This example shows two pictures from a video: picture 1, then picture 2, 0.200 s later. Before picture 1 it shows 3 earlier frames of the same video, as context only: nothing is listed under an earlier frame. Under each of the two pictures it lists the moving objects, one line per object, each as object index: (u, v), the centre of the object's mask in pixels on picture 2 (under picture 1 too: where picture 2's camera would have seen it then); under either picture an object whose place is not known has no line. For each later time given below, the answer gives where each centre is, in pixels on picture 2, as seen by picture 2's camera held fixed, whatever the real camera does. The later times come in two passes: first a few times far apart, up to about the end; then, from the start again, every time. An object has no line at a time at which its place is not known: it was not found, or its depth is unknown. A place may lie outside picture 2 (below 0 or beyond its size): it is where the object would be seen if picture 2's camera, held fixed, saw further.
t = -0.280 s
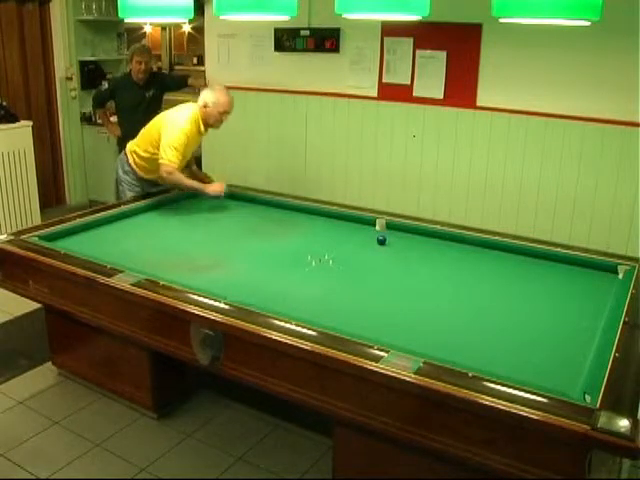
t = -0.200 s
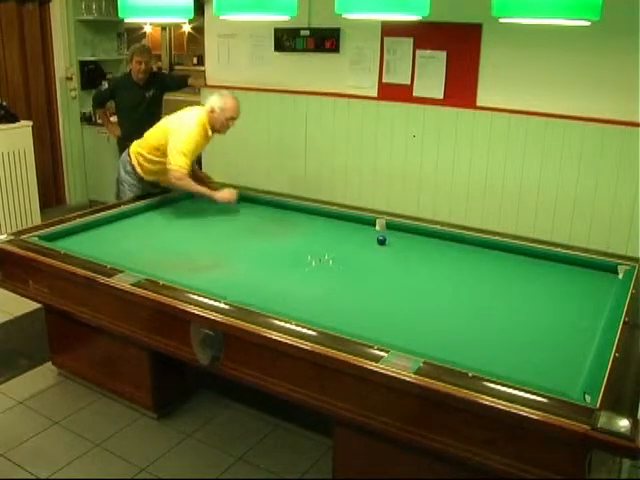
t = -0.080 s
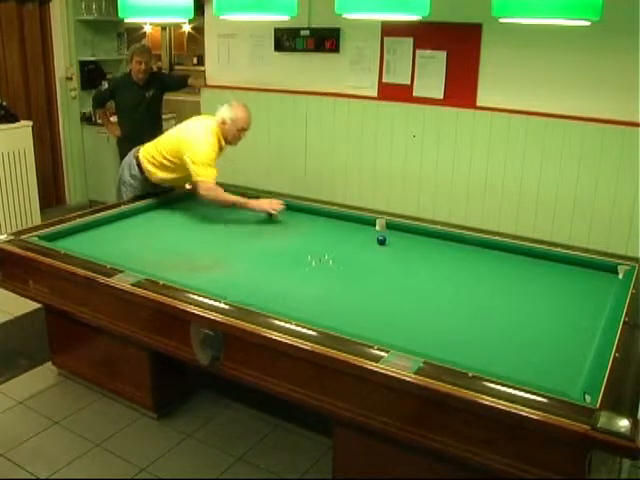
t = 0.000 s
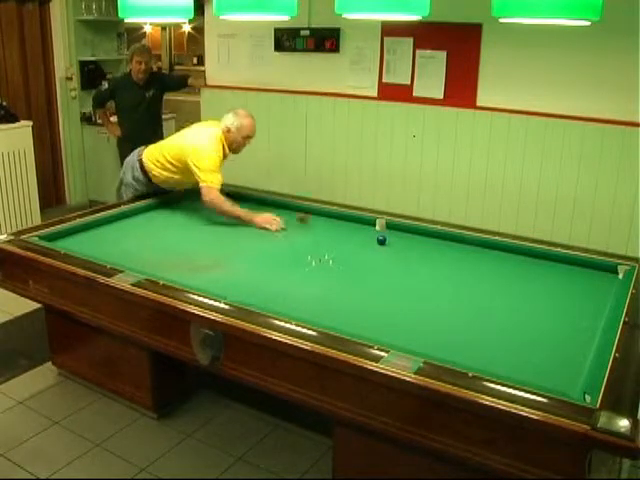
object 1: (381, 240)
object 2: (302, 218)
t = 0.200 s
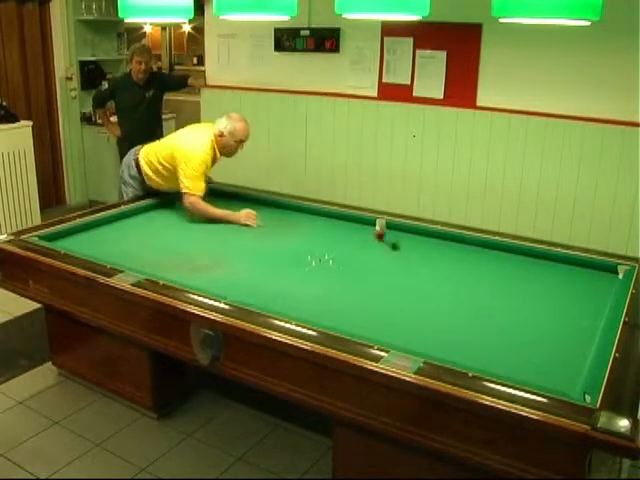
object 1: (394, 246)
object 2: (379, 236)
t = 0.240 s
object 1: (408, 250)
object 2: (387, 236)
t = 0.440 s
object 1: (489, 280)
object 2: (420, 238)
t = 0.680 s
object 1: (591, 317)
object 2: (449, 242)
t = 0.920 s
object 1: (527, 311)
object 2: (471, 249)
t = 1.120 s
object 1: (468, 304)
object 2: (490, 255)
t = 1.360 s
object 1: (399, 297)
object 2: (513, 264)
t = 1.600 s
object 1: (334, 289)
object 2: (538, 272)
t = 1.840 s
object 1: (272, 281)
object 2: (563, 281)
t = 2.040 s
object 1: (224, 275)
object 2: (585, 288)
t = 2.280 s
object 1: (170, 267)
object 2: (608, 296)
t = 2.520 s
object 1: (121, 260)
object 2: (588, 296)
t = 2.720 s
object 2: (573, 296)
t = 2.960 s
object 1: (69, 244)
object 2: (556, 295)
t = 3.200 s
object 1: (60, 240)
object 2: (539, 295)
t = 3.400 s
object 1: (79, 242)
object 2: (525, 295)
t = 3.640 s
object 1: (102, 244)
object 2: (509, 295)
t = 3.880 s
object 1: (125, 246)
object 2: (494, 294)
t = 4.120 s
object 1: (147, 247)
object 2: (479, 294)
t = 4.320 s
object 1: (166, 249)
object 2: (467, 294)
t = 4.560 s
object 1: (188, 250)
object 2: (453, 294)
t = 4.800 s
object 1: (211, 252)
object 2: (440, 293)
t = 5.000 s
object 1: (229, 254)
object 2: (429, 293)
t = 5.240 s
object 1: (251, 255)
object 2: (417, 293)
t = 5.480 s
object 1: (272, 257)
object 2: (406, 292)
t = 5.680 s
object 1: (289, 260)
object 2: (397, 292)
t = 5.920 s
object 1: (310, 260)
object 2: (386, 292)
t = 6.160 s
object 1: (330, 262)
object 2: (375, 291)
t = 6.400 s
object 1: (350, 263)
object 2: (366, 290)
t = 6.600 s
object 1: (366, 264)
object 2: (359, 291)
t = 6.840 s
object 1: (384, 266)
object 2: (350, 290)
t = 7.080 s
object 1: (402, 267)
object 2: (343, 290)
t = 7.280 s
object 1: (417, 269)
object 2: (337, 289)
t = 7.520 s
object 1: (434, 270)
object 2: (331, 290)
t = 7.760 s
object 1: (451, 271)
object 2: (325, 289)
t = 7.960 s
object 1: (464, 272)
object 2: (320, 289)
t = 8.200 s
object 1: (480, 273)
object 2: (316, 289)
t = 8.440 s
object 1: (494, 275)
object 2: (312, 288)
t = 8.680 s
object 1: (509, 276)
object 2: (309, 288)
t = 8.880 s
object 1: (520, 277)
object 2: (306, 288)
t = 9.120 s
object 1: (534, 278)
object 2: (304, 288)
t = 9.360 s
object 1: (546, 279)
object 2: (302, 288)
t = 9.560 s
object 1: (557, 280)
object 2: (301, 288)
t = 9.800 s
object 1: (569, 281)
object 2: (300, 288)
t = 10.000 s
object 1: (577, 282)
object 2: (301, 288)
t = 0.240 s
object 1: (408, 250)
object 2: (387, 236)
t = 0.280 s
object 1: (424, 256)
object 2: (393, 237)
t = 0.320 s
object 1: (441, 262)
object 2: (399, 237)
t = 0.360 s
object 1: (457, 268)
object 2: (406, 237)
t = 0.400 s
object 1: (472, 274)
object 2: (412, 237)
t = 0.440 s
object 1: (489, 280)
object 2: (420, 238)
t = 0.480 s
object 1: (505, 286)
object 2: (426, 238)
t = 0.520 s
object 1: (522, 293)
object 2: (432, 238)
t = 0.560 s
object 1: (539, 299)
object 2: (438, 238)
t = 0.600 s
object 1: (556, 305)
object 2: (443, 239)
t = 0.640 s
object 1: (574, 312)
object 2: (445, 241)
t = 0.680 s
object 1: (591, 317)
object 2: (449, 242)
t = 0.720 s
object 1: (598, 322)
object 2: (453, 243)
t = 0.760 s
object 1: (582, 319)
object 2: (456, 244)
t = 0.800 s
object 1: (567, 317)
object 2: (460, 245)
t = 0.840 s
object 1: (552, 314)
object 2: (464, 246)
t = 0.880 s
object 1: (539, 312)
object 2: (467, 248)
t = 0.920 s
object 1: (527, 311)
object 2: (471, 249)
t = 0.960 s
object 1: (515, 311)
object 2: (475, 250)
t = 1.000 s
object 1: (504, 309)
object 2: (478, 251)
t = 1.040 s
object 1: (491, 307)
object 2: (482, 253)
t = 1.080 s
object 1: (480, 306)
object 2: (485, 254)
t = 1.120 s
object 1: (468, 304)
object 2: (490, 255)
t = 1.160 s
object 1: (456, 303)
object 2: (494, 257)
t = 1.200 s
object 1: (445, 302)
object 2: (498, 260)
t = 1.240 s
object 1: (433, 301)
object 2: (502, 260)
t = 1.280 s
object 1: (422, 300)
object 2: (505, 262)
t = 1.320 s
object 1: (411, 298)
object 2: (509, 262)
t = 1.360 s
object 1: (399, 297)
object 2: (513, 264)
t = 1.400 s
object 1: (388, 295)
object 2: (518, 265)
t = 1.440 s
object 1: (377, 295)
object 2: (521, 266)
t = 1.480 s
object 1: (366, 294)
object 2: (525, 267)
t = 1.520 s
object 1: (355, 292)
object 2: (529, 269)
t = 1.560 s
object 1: (344, 290)
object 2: (534, 271)
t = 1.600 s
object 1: (334, 289)
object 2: (538, 272)
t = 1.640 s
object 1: (324, 288)
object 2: (542, 273)
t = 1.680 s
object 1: (313, 287)
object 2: (546, 275)
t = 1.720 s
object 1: (303, 285)
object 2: (550, 277)
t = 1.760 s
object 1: (293, 284)
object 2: (554, 278)
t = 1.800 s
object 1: (282, 282)
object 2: (559, 280)
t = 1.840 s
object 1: (272, 281)
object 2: (563, 281)
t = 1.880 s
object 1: (262, 280)
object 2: (568, 282)
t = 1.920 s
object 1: (253, 279)
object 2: (571, 284)
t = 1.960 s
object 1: (243, 278)
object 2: (576, 285)
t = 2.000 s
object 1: (233, 276)
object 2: (581, 287)
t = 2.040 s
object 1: (224, 275)
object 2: (585, 288)
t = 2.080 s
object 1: (215, 274)
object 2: (589, 290)
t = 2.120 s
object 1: (206, 272)
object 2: (594, 293)
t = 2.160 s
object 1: (197, 271)
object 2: (599, 294)
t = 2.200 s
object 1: (188, 270)
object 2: (603, 295)
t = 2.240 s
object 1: (179, 269)
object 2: (608, 296)
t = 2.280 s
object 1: (170, 267)
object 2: (608, 296)
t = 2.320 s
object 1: (162, 266)
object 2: (603, 297)
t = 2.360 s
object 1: (153, 266)
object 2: (600, 297)
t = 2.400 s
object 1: (145, 264)
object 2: (597, 296)
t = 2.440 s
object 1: (137, 263)
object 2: (595, 296)
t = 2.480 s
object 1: (129, 262)
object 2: (591, 296)
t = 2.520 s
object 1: (121, 260)
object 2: (588, 296)
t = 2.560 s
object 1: (113, 259)
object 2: (585, 296)
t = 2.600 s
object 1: (105, 256)
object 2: (582, 296)
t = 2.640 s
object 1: (98, 255)
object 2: (579, 296)
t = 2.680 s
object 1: (91, 253)
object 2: (576, 296)
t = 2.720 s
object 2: (573, 296)
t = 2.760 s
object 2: (570, 296)
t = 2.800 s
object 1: (72, 248)
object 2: (567, 296)
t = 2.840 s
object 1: (73, 247)
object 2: (564, 295)
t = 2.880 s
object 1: (69, 245)
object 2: (561, 296)
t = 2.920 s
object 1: (69, 245)
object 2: (559, 296)
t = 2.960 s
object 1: (69, 244)
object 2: (556, 295)
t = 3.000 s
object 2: (553, 296)
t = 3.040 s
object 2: (550, 295)
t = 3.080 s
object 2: (547, 296)
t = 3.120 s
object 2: (544, 296)
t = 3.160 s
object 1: (56, 238)
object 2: (542, 295)
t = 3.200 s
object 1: (60, 240)
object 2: (539, 295)
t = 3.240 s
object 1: (64, 241)
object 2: (536, 296)
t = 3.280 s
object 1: (68, 242)
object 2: (533, 295)
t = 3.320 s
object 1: (71, 241)
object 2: (531, 295)
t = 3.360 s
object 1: (75, 242)
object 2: (528, 295)
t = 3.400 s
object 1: (79, 242)
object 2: (525, 295)
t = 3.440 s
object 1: (83, 243)
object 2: (522, 295)
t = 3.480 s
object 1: (87, 243)
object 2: (520, 295)
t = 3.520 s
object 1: (90, 243)
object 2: (517, 295)
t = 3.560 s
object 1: (94, 244)
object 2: (515, 295)
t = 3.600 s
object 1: (98, 244)
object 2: (512, 295)
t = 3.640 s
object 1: (102, 244)
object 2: (509, 295)
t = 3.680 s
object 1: (105, 245)
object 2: (506, 294)
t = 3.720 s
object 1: (109, 245)
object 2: (504, 295)
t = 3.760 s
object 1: (113, 245)
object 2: (501, 294)
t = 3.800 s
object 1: (117, 245)
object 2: (499, 295)
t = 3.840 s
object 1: (120, 246)
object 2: (496, 294)
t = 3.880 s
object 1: (125, 246)
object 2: (494, 294)
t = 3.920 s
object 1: (128, 246)
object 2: (491, 294)
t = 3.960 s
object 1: (132, 246)
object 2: (489, 294)
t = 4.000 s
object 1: (136, 246)
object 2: (486, 294)
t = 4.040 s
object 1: (140, 247)
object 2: (484, 294)
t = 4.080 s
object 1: (143, 247)
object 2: (481, 294)
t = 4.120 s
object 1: (147, 247)
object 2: (479, 294)
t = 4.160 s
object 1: (151, 248)
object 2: (476, 294)
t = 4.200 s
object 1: (154, 248)
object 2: (474, 294)
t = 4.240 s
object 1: (158, 248)
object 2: (472, 294)
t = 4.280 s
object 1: (163, 248)
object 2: (469, 294)
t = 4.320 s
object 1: (166, 249)
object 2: (467, 294)
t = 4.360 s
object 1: (170, 249)
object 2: (465, 294)
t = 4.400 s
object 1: (174, 249)
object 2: (462, 294)
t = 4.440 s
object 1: (177, 249)
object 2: (460, 294)
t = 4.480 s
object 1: (181, 250)
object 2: (457, 294)
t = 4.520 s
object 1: (185, 250)
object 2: (455, 294)
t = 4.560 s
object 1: (188, 250)
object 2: (453, 294)
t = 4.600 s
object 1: (192, 251)
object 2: (451, 294)
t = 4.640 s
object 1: (196, 251)
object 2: (448, 294)
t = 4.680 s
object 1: (200, 251)
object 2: (446, 294)
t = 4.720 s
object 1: (203, 252)
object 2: (444, 294)
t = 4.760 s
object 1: (207, 252)
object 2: (442, 294)
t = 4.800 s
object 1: (211, 252)
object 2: (440, 293)
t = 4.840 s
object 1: (214, 253)
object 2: (438, 293)
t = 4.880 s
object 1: (218, 253)
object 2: (436, 293)
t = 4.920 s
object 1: (222, 253)
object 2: (433, 293)
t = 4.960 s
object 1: (225, 253)
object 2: (431, 293)
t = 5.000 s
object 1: (229, 254)
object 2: (429, 293)
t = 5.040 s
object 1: (233, 254)
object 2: (427, 293)
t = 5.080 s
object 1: (236, 254)
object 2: (425, 293)
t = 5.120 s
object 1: (240, 255)
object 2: (423, 293)
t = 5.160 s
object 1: (243, 255)
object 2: (421, 293)
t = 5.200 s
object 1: (247, 255)
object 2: (419, 293)
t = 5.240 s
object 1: (251, 255)
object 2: (417, 293)
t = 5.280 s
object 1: (254, 256)
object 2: (415, 293)
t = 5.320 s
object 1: (257, 256)
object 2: (413, 293)
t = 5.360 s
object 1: (261, 256)
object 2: (411, 293)
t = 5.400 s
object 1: (265, 257)
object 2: (409, 293)
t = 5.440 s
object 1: (268, 257)
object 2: (408, 292)
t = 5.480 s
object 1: (272, 257)
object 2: (406, 292)
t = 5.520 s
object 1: (275, 257)
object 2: (404, 292)
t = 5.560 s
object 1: (279, 257)
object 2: (402, 292)
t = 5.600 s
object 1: (282, 258)
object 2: (400, 292)
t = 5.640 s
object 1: (286, 260)
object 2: (398, 292)
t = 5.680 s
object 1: (289, 260)
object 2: (397, 292)
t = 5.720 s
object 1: (292, 260)
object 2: (395, 292)
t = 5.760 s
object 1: (296, 260)
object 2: (393, 292)
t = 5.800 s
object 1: (299, 260)
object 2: (391, 292)
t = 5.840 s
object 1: (303, 260)
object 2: (389, 292)
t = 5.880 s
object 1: (307, 260)
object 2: (387, 292)
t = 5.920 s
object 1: (310, 260)
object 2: (386, 292)
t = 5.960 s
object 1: (313, 260)
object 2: (384, 291)
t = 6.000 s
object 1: (317, 261)
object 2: (382, 291)
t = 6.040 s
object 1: (320, 261)
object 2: (380, 291)
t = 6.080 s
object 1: (323, 261)
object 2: (379, 291)
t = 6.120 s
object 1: (326, 261)
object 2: (377, 291)
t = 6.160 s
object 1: (330, 262)
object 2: (375, 291)
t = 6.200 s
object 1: (334, 261)
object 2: (374, 291)
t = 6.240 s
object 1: (337, 262)
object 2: (372, 291)
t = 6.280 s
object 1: (340, 262)
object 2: (371, 291)
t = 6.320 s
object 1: (343, 263)
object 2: (369, 291)
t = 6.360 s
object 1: (347, 263)
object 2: (367, 291)
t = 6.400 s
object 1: (350, 263)
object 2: (366, 290)
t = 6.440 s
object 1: (353, 263)
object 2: (365, 291)
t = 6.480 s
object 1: (356, 264)
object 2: (363, 291)
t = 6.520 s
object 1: (359, 264)
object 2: (362, 291)
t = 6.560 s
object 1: (362, 264)
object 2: (360, 291)
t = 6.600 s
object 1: (366, 264)
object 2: (359, 291)
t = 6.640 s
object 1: (369, 264)
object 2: (357, 290)
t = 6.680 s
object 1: (372, 265)
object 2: (356, 290)
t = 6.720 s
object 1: (375, 265)
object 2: (354, 290)
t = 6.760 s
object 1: (378, 265)
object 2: (353, 290)
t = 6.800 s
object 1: (381, 266)
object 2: (352, 290)
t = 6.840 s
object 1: (384, 266)
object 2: (350, 290)
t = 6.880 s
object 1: (387, 266)
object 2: (349, 290)
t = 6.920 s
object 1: (390, 266)
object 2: (348, 290)
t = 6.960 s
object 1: (393, 267)
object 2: (346, 290)
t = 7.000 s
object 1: (396, 267)
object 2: (345, 290)
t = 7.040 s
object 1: (400, 267)
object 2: (344, 290)
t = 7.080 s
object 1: (402, 267)
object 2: (343, 290)
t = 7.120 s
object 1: (405, 267)
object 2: (341, 290)
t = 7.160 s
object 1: (408, 268)
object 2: (340, 290)
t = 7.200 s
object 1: (411, 268)
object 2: (339, 290)
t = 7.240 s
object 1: (414, 268)
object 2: (338, 290)
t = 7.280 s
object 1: (417, 269)
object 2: (337, 289)
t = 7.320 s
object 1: (420, 269)
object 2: (336, 289)
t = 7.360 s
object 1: (423, 269)
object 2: (335, 289)
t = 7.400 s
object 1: (426, 269)
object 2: (334, 289)
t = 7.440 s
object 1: (429, 269)
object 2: (333, 289)
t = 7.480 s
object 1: (432, 270)
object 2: (332, 289)
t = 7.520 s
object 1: (434, 270)
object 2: (331, 290)
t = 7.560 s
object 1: (437, 270)
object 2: (329, 289)
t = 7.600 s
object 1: (439, 270)
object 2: (329, 289)
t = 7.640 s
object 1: (442, 270)
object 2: (327, 289)
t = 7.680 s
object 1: (446, 271)
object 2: (327, 289)
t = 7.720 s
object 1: (448, 271)
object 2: (326, 289)
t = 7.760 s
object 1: (451, 271)
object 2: (325, 289)
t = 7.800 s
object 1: (453, 271)
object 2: (324, 289)
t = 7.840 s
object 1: (456, 271)
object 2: (323, 289)
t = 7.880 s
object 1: (459, 272)
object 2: (322, 289)
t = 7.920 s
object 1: (461, 272)
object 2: (321, 289)
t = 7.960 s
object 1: (464, 272)
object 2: (320, 289)
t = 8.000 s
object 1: (467, 272)
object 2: (320, 289)
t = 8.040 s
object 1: (469, 273)
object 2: (319, 289)
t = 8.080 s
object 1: (471, 273)
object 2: (318, 289)
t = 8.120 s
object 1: (474, 273)
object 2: (318, 289)
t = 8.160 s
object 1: (477, 273)
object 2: (316, 289)
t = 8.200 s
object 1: (480, 273)
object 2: (316, 289)
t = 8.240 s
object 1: (482, 274)
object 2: (315, 289)
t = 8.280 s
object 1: (484, 274)
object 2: (314, 289)
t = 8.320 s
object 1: (487, 274)
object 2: (314, 288)
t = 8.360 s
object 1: (489, 274)
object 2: (313, 288)
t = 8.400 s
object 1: (492, 274)
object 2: (312, 288)
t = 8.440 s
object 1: (494, 275)
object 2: (312, 288)
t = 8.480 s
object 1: (497, 275)
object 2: (311, 288)
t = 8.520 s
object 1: (499, 275)
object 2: (311, 288)
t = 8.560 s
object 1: (502, 275)
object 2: (310, 288)
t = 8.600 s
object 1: (504, 276)
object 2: (310, 288)
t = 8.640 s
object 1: (507, 276)
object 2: (309, 288)
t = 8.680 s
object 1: (509, 276)
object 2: (309, 288)
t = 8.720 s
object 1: (511, 276)
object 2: (308, 288)
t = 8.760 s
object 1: (513, 277)
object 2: (308, 288)
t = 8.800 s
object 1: (516, 277)
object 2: (307, 288)
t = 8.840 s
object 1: (518, 277)
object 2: (307, 288)
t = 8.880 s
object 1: (520, 277)
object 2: (306, 288)
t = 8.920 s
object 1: (523, 278)
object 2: (306, 288)
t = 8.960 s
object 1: (525, 278)
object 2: (305, 288)
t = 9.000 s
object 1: (527, 278)
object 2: (305, 288)
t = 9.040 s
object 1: (529, 278)
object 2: (305, 288)
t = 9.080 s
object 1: (532, 278)
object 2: (304, 288)
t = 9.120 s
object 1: (534, 278)
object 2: (304, 288)
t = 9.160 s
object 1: (536, 278)
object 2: (303, 288)
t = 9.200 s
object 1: (538, 278)
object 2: (303, 288)
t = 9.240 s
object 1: (540, 279)
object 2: (303, 288)
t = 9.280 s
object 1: (542, 279)
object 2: (303, 288)
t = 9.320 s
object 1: (544, 279)
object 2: (302, 288)
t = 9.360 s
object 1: (546, 279)
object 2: (302, 288)
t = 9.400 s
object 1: (548, 279)
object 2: (302, 288)
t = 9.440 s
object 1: (551, 279)
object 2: (302, 288)
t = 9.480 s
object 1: (553, 280)
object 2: (302, 288)
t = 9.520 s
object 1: (555, 280)
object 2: (301, 288)
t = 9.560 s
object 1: (557, 280)
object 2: (301, 288)
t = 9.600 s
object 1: (559, 280)
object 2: (301, 288)
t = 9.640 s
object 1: (561, 280)
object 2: (301, 288)
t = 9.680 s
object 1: (563, 280)
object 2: (301, 288)
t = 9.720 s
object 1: (565, 280)
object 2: (301, 288)
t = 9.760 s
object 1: (566, 281)
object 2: (301, 288)
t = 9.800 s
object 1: (569, 281)
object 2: (300, 288)
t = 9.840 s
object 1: (570, 281)
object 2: (300, 288)
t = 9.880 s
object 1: (572, 281)
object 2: (301, 288)
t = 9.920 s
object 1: (574, 281)
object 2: (301, 288)
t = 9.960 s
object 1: (576, 281)
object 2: (301, 288)
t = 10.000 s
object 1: (577, 282)
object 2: (301, 288)
